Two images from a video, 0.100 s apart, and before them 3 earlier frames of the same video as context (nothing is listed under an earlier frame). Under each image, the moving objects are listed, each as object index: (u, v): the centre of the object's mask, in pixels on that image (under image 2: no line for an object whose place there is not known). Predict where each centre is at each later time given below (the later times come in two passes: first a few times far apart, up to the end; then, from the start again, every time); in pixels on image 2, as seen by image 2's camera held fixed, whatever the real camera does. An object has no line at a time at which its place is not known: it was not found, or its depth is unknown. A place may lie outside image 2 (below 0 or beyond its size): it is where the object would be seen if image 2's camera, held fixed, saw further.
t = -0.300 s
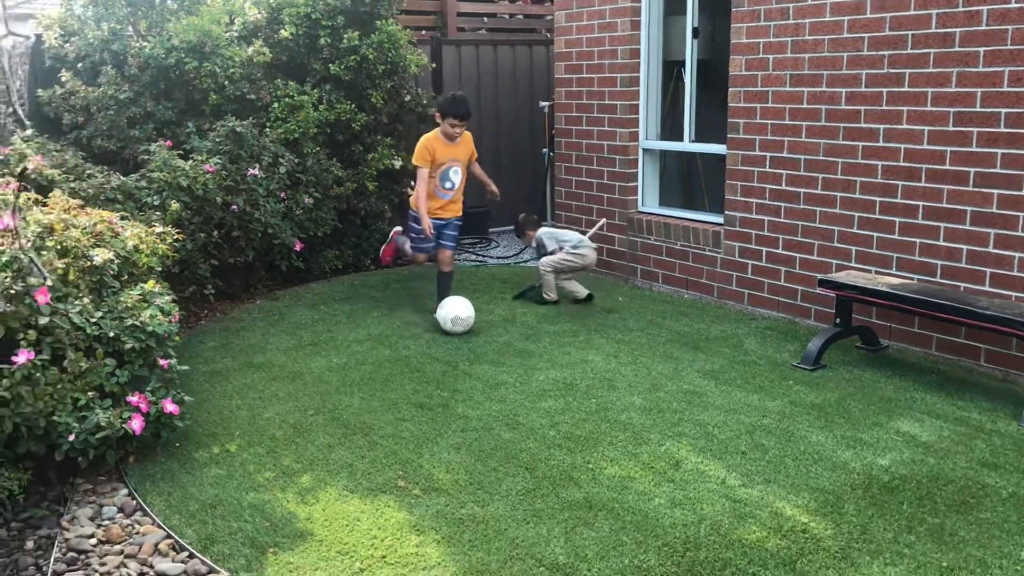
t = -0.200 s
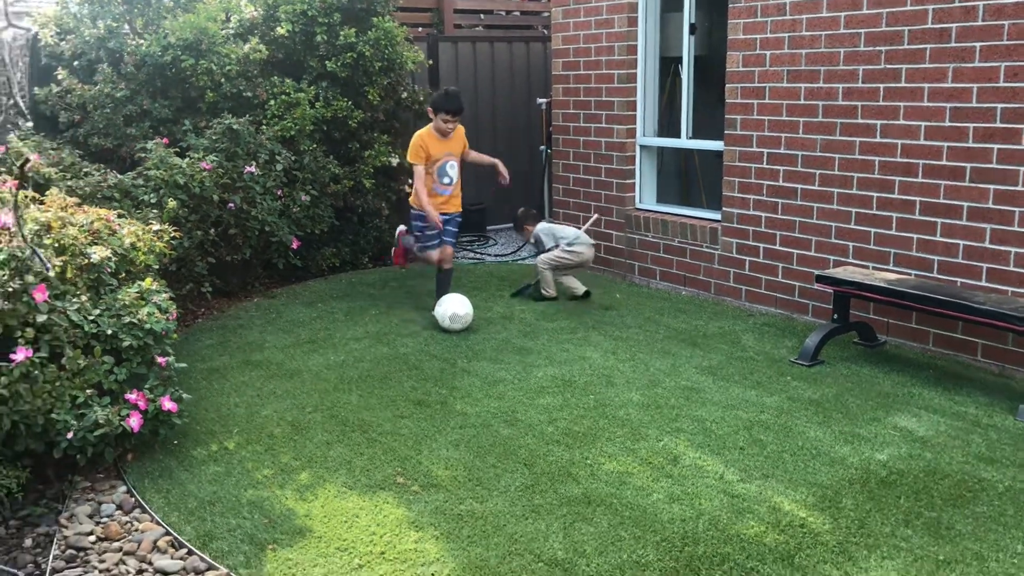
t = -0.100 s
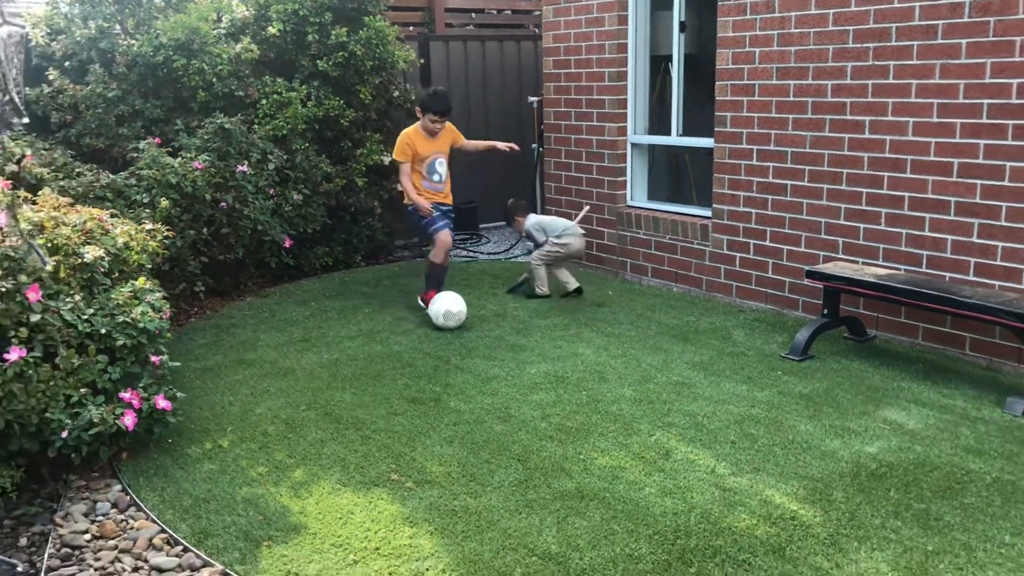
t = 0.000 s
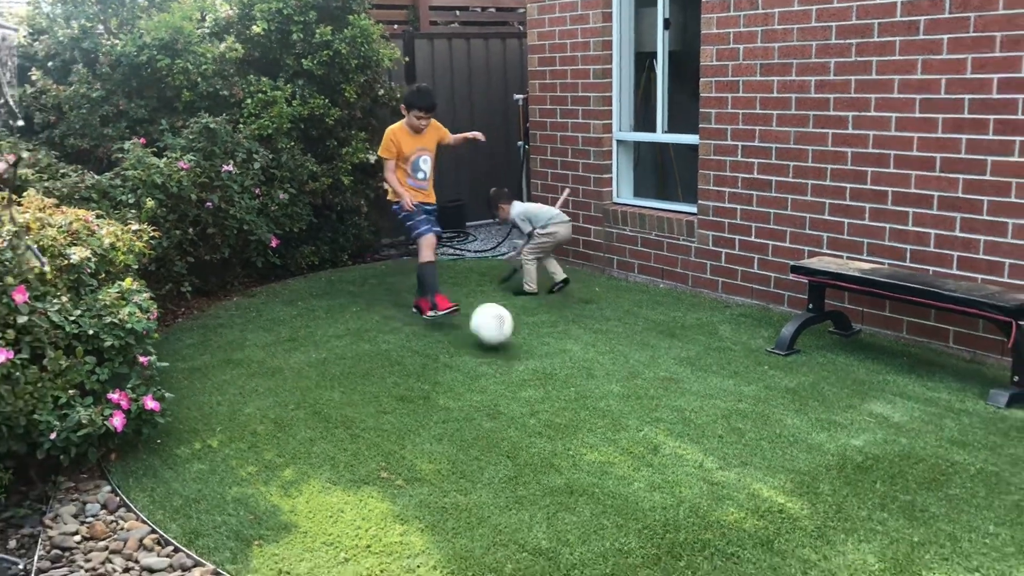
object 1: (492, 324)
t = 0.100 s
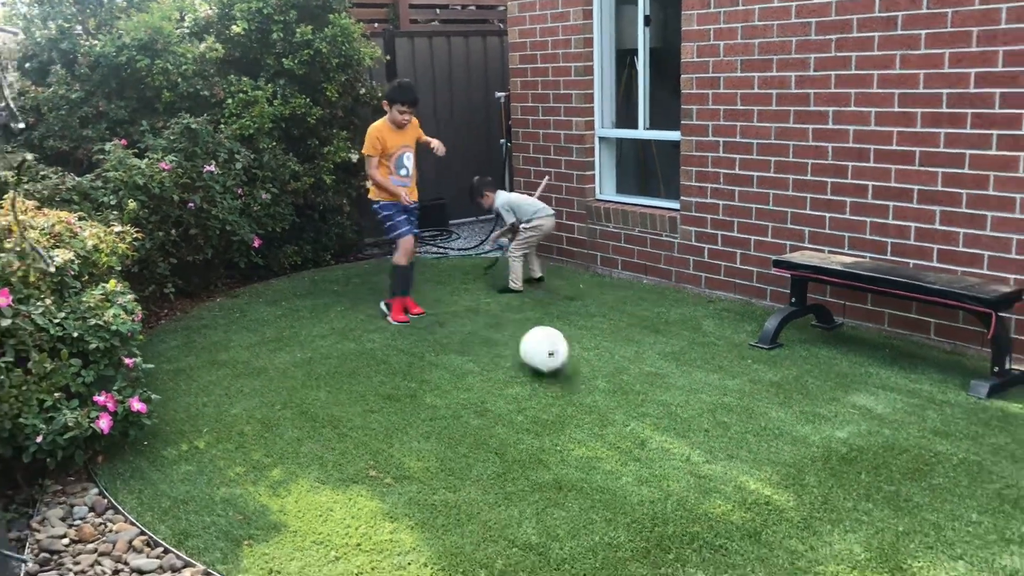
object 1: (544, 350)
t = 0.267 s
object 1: (657, 390)
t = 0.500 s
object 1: (821, 455)
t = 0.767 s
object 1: (1022, 539)
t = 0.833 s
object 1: (1084, 564)
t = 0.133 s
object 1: (565, 355)
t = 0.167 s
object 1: (588, 364)
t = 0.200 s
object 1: (612, 376)
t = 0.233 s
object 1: (636, 386)
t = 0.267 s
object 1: (657, 390)
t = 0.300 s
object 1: (680, 398)
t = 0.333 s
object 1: (704, 408)
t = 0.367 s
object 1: (729, 422)
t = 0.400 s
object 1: (753, 430)
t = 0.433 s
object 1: (775, 436)
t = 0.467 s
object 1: (797, 443)
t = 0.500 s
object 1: (821, 455)
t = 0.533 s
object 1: (845, 468)
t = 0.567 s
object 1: (867, 474)
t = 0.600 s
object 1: (891, 484)
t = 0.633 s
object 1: (915, 494)
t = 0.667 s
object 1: (940, 505)
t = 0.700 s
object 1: (966, 513)
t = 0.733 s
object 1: (993, 525)
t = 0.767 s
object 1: (1022, 539)
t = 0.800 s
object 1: (1052, 552)
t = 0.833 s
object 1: (1084, 564)
